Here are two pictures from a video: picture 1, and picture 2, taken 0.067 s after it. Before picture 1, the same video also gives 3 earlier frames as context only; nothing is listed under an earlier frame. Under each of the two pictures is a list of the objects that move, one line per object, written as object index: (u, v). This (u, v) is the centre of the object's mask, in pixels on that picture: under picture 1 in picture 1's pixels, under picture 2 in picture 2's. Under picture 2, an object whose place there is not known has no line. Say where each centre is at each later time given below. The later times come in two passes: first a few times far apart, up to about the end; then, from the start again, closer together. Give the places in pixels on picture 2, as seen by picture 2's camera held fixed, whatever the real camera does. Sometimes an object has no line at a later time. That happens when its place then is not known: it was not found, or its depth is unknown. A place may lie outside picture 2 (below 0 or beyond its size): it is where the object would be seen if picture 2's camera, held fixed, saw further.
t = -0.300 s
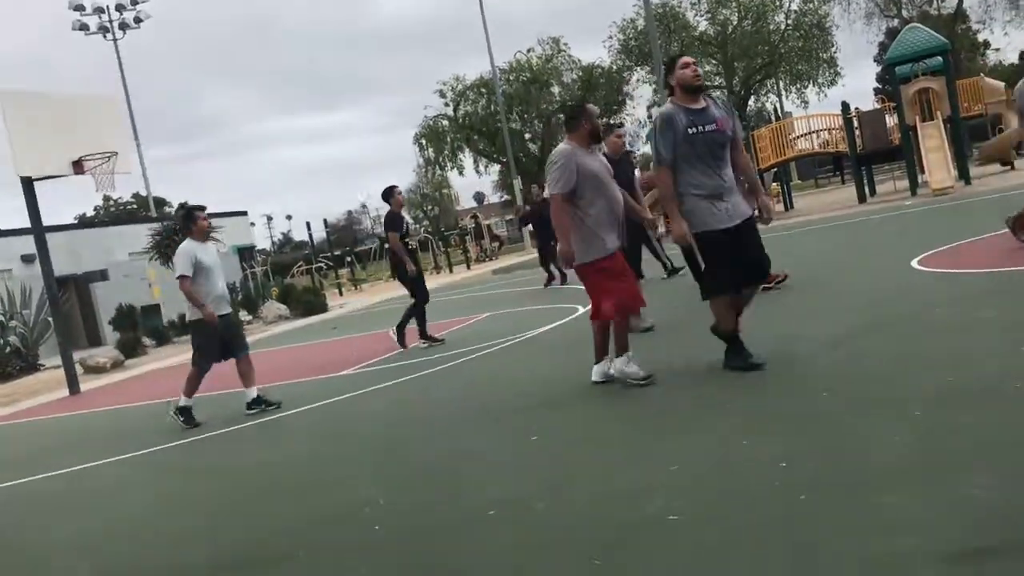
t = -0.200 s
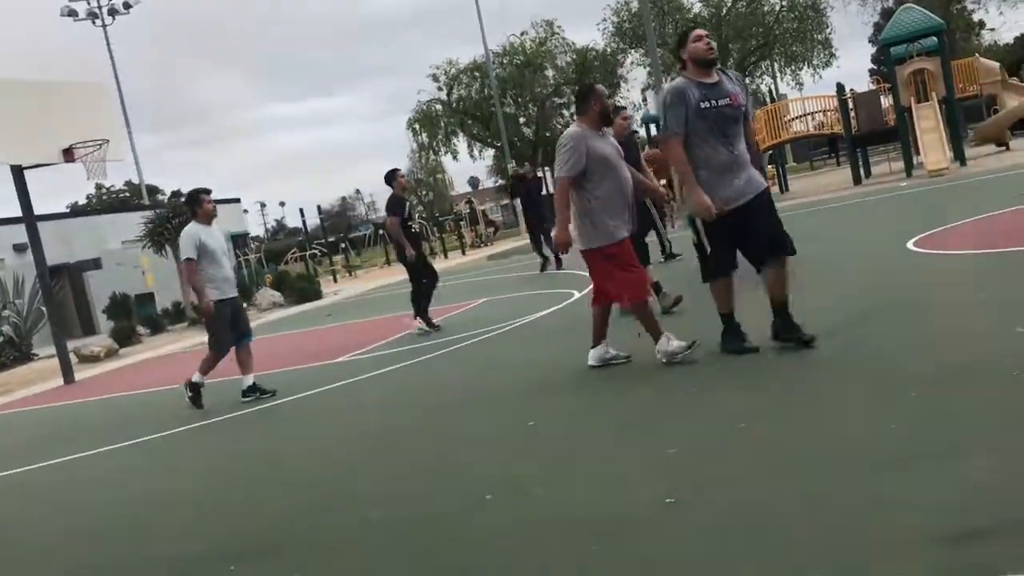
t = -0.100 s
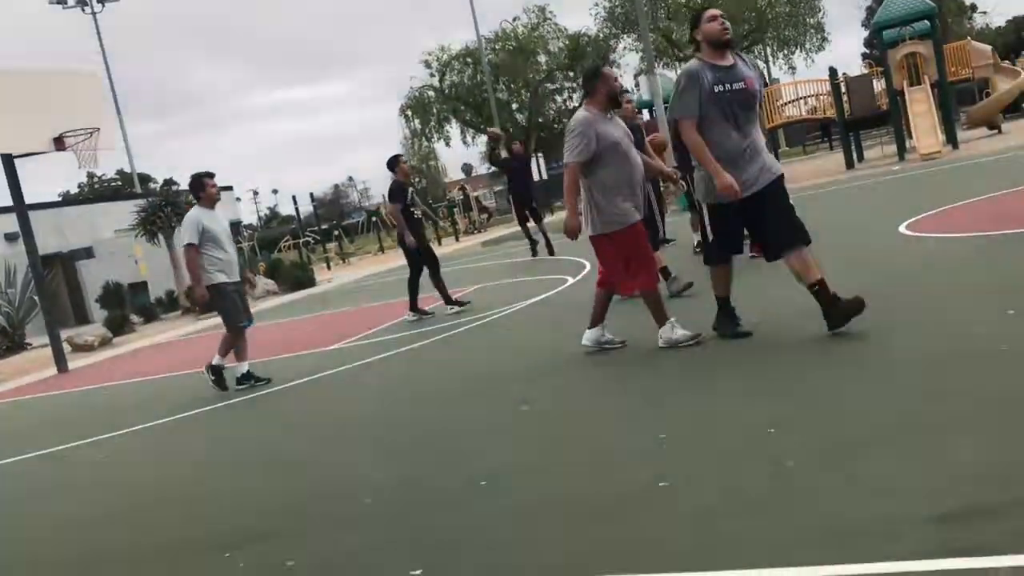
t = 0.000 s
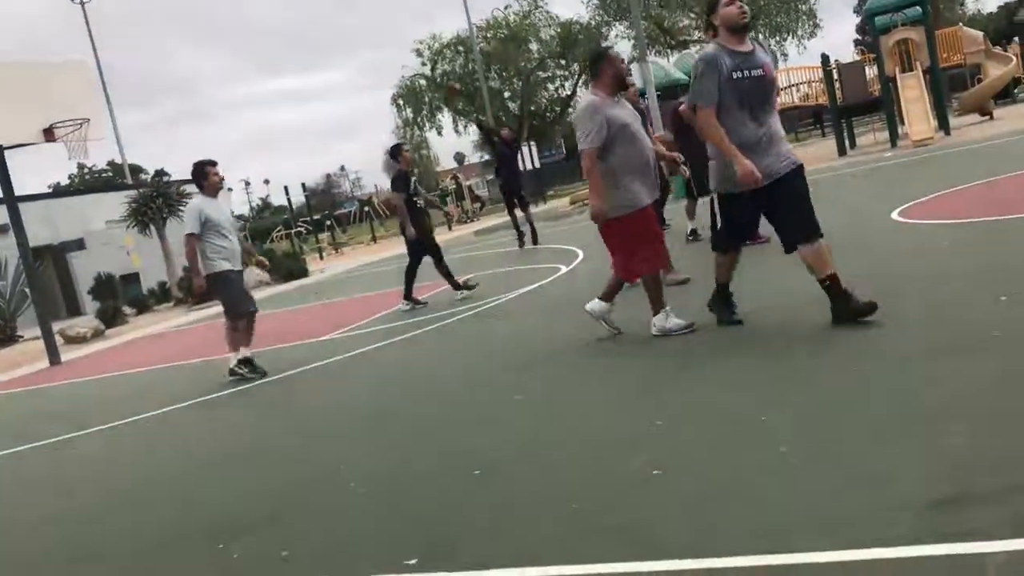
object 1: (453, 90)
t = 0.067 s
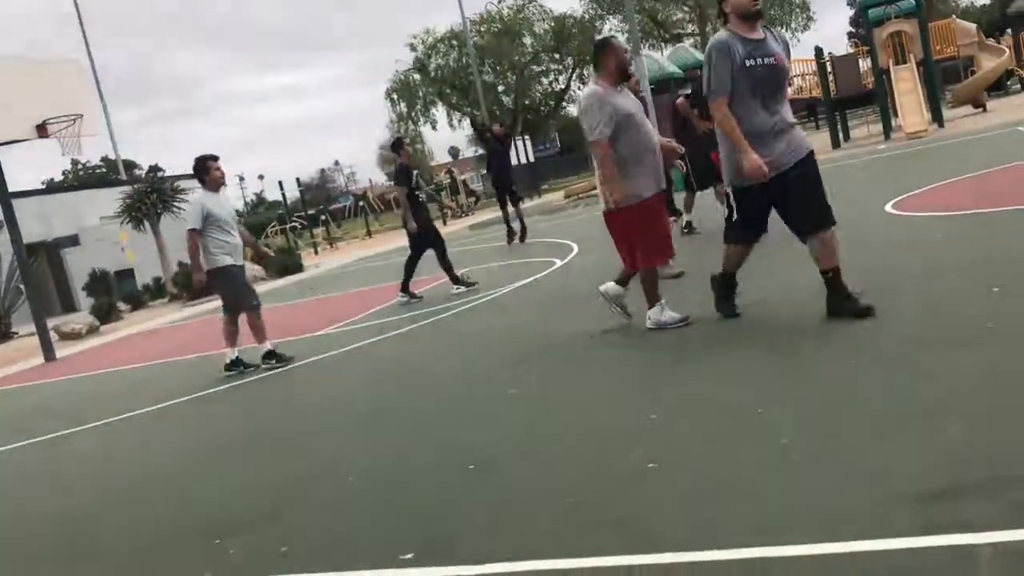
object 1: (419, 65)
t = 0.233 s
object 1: (355, 26)
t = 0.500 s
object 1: (256, 1)
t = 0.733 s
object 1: (171, 23)
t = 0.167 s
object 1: (381, 40)
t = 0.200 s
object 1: (368, 33)
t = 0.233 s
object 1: (355, 26)
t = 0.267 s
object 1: (342, 21)
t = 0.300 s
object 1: (330, 16)
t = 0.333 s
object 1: (318, 11)
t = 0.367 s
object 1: (305, 8)
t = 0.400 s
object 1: (293, 6)
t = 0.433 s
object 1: (281, 4)
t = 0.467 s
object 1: (268, 2)
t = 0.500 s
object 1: (256, 1)
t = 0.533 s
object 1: (244, 1)
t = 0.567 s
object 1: (232, 2)
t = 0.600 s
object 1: (220, 4)
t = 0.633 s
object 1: (208, 7)
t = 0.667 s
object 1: (195, 12)
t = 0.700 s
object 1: (183, 17)
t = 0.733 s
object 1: (171, 23)
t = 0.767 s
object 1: (160, 29)
